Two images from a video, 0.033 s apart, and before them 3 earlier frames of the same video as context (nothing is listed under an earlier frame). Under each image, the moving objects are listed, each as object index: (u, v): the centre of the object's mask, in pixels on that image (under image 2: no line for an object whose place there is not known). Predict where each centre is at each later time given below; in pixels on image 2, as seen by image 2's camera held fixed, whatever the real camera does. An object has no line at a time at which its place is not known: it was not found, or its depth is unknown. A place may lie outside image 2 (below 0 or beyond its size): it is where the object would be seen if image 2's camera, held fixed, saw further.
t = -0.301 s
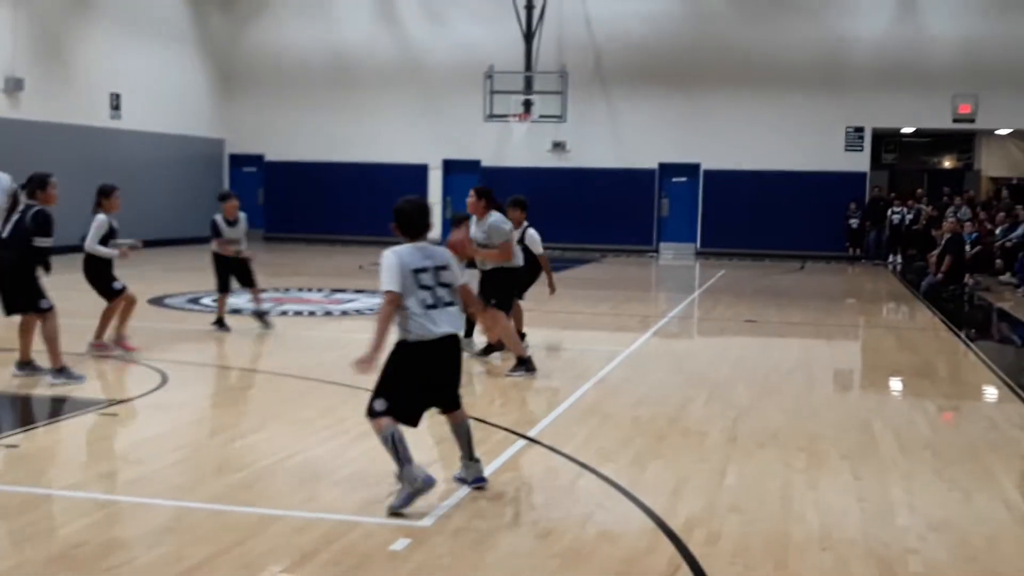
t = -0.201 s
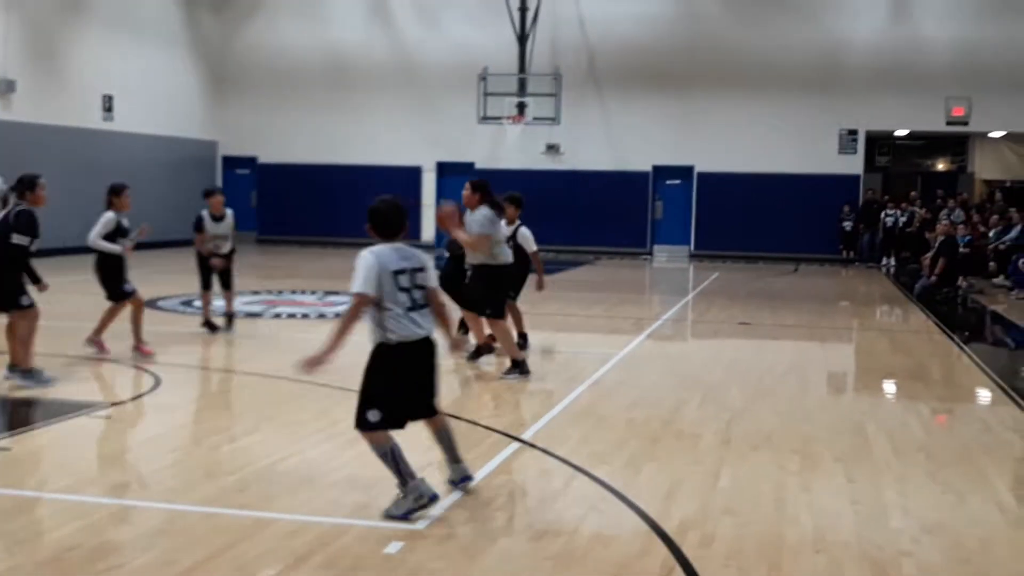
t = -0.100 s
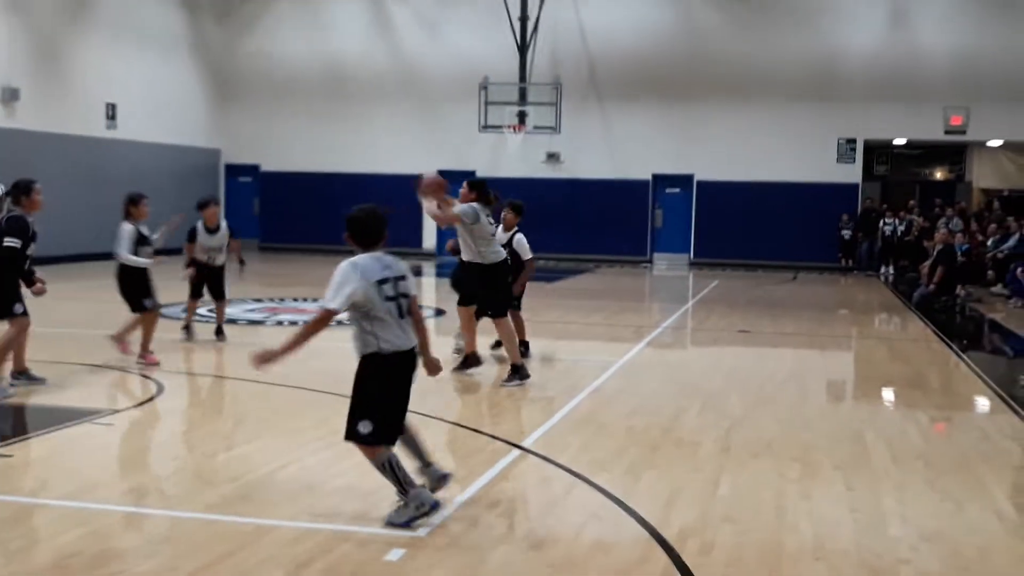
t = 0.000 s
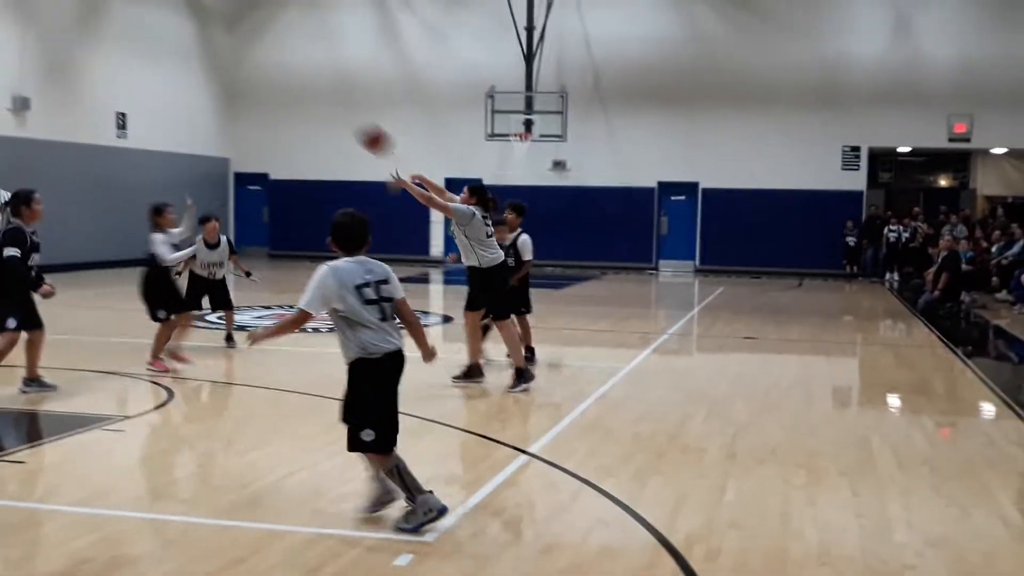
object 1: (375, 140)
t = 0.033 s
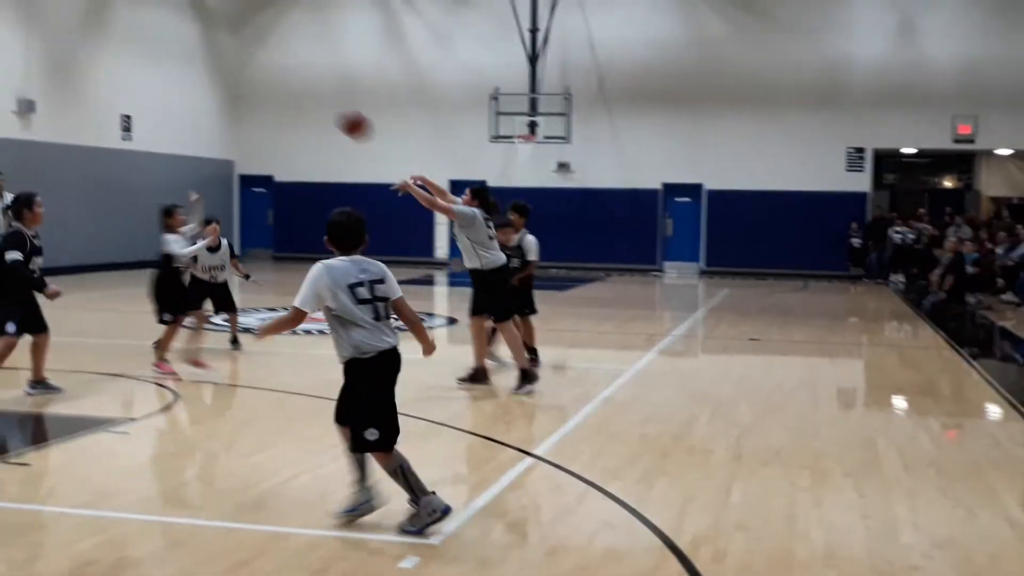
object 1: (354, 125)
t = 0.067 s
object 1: (331, 110)
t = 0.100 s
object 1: (311, 95)
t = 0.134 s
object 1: (287, 82)
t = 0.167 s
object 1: (264, 71)
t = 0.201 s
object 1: (240, 62)
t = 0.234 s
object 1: (215, 52)
